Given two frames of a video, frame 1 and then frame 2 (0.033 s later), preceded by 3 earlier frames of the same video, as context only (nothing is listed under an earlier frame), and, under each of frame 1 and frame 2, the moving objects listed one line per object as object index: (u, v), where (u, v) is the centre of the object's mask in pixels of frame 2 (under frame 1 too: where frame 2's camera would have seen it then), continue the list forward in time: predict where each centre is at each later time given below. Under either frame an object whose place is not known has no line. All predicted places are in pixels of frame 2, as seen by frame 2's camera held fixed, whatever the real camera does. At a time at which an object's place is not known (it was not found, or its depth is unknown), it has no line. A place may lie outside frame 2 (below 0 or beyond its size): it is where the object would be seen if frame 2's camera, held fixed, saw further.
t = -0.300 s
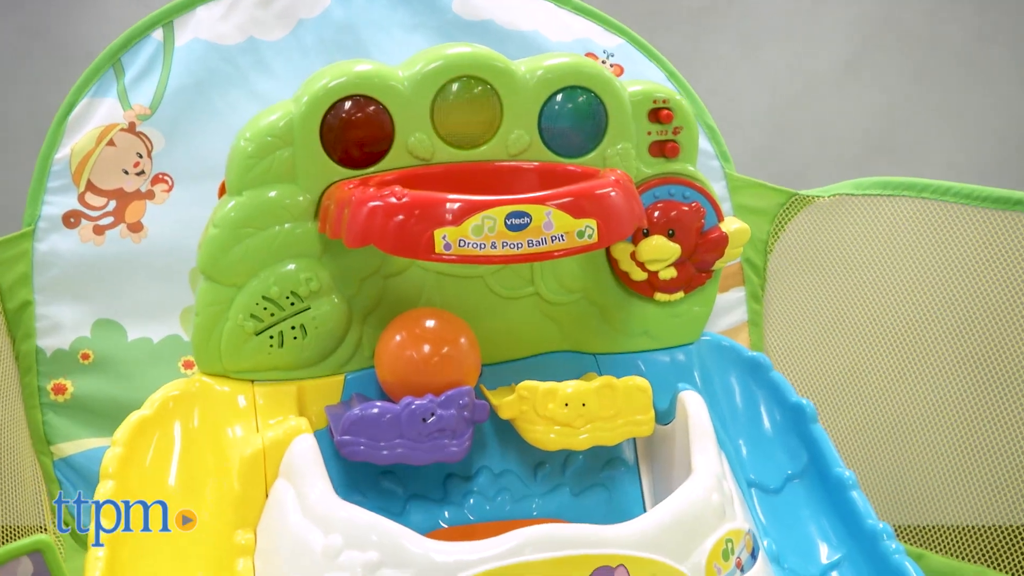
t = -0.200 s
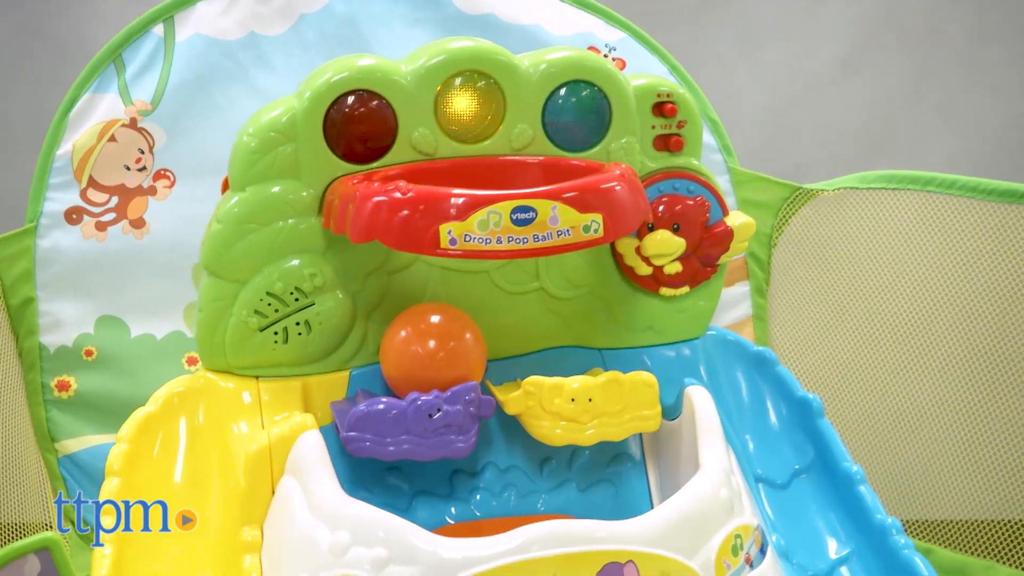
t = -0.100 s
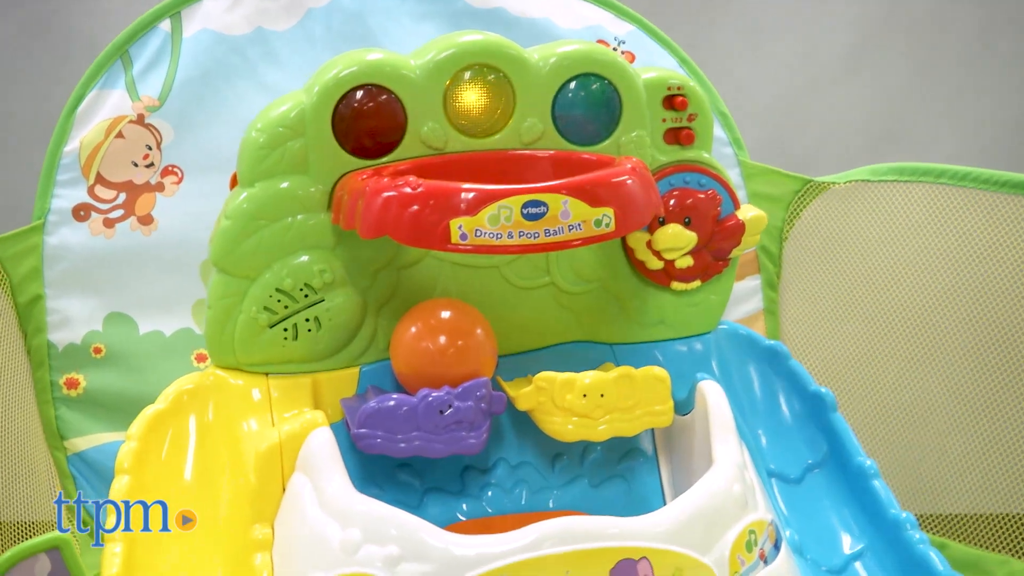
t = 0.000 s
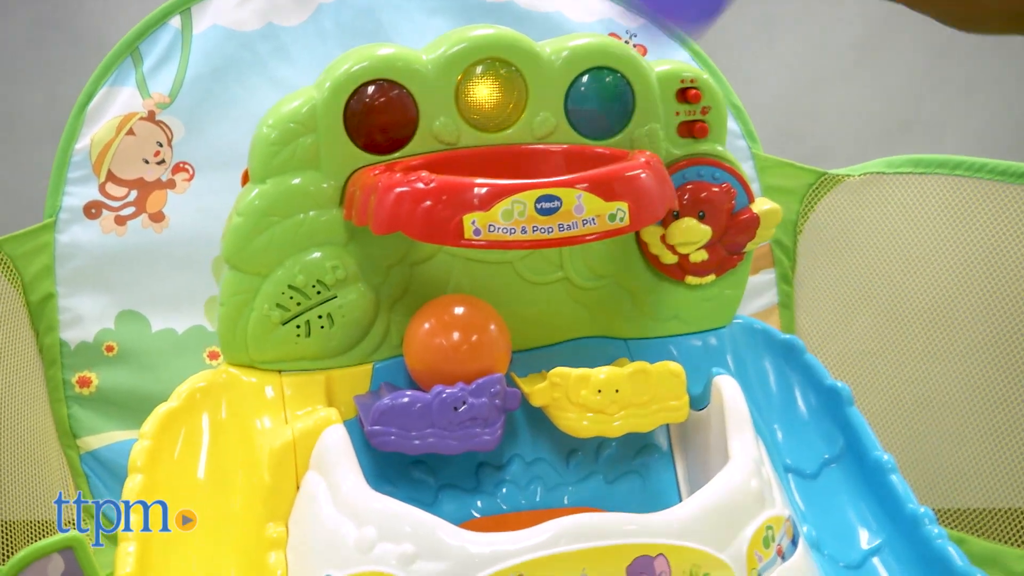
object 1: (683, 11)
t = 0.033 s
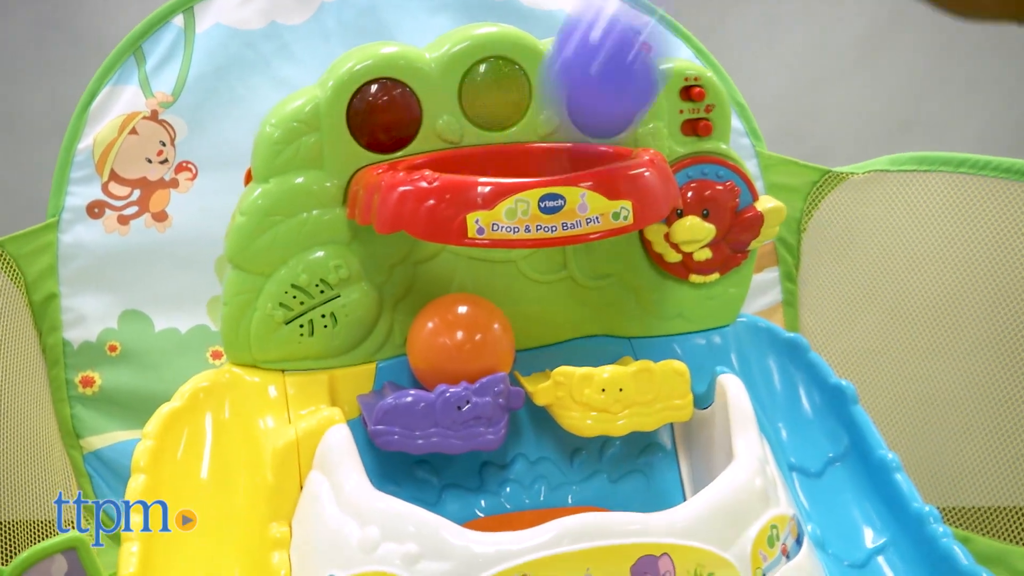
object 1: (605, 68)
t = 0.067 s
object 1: (543, 144)
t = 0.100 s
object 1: (563, 147)
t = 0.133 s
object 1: (539, 144)
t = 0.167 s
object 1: (512, 149)
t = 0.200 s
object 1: (484, 156)
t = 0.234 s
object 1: (469, 163)
